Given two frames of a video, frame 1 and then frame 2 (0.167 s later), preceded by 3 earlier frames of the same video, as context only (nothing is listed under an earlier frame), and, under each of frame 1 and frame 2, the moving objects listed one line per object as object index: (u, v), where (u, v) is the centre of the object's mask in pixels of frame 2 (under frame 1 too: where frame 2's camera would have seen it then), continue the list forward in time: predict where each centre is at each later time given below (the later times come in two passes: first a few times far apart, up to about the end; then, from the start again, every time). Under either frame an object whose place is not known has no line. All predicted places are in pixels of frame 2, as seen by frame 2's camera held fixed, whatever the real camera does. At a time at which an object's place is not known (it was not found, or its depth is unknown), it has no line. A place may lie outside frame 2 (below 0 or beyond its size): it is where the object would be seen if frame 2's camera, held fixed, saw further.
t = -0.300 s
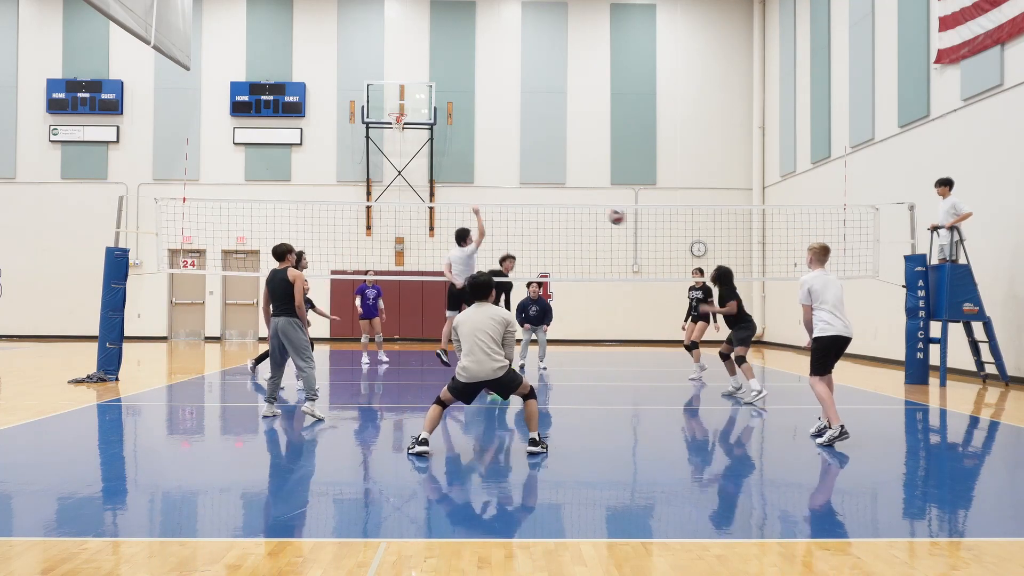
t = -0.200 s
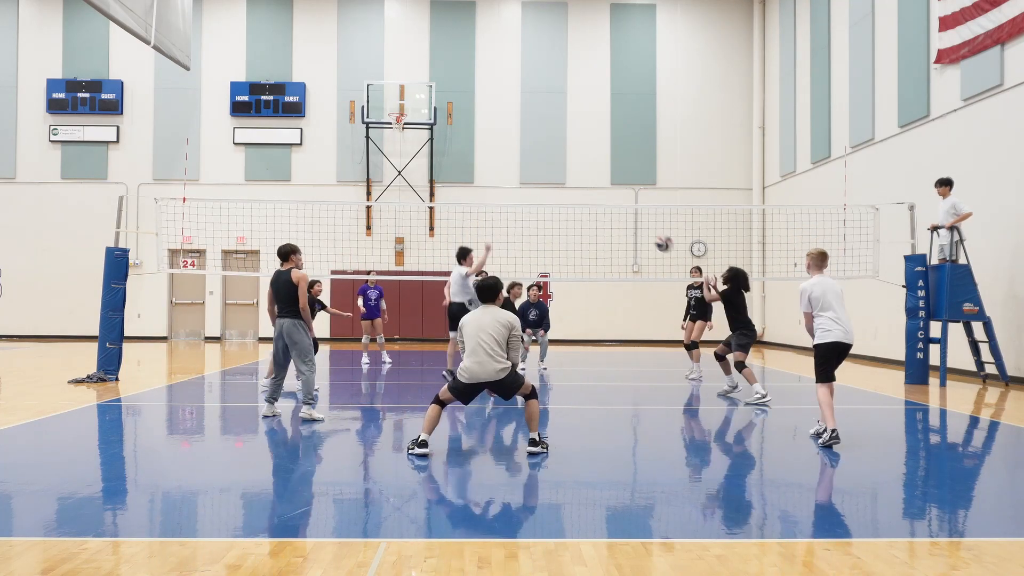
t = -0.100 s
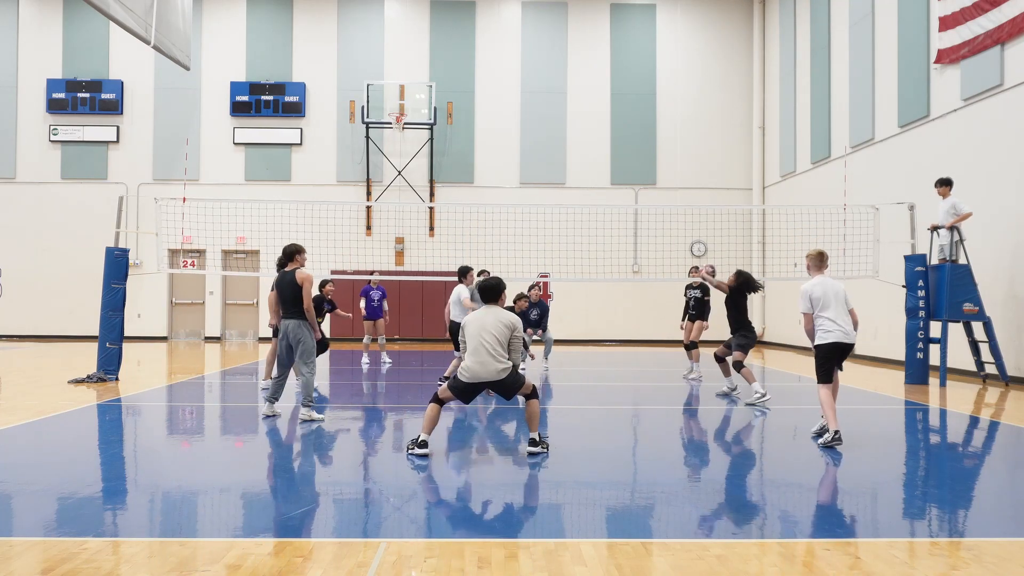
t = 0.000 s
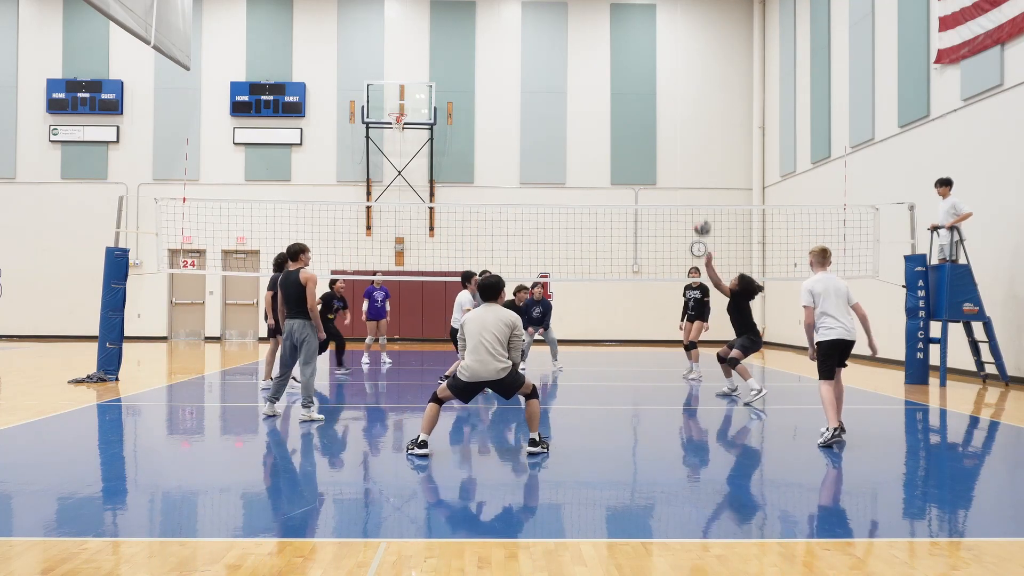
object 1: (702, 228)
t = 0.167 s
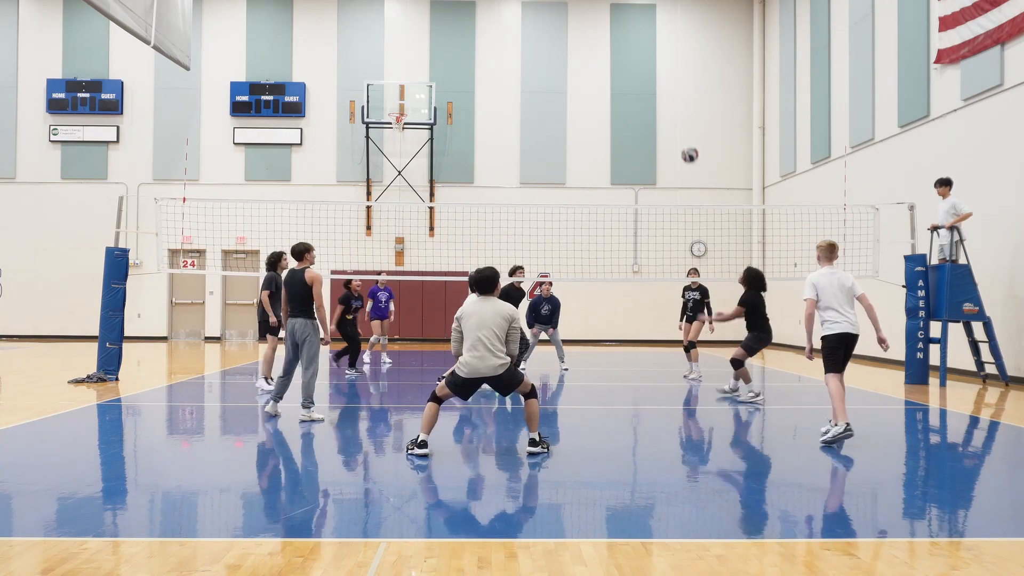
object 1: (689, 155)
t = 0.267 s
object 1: (682, 123)
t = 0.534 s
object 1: (665, 80)
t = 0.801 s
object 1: (648, 91)
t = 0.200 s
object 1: (687, 143)
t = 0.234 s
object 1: (685, 133)
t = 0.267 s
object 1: (682, 123)
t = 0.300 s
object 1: (680, 115)
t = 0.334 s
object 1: (678, 107)
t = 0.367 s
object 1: (676, 100)
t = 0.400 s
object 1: (673, 94)
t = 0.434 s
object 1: (672, 89)
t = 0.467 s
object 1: (669, 85)
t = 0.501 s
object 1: (667, 82)
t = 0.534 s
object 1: (665, 80)
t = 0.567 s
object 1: (663, 78)
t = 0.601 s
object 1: (661, 77)
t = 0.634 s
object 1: (659, 78)
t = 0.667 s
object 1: (657, 79)
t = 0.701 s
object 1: (654, 81)
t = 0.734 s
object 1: (652, 84)
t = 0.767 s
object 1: (650, 87)
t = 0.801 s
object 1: (648, 91)
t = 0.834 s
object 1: (646, 97)
